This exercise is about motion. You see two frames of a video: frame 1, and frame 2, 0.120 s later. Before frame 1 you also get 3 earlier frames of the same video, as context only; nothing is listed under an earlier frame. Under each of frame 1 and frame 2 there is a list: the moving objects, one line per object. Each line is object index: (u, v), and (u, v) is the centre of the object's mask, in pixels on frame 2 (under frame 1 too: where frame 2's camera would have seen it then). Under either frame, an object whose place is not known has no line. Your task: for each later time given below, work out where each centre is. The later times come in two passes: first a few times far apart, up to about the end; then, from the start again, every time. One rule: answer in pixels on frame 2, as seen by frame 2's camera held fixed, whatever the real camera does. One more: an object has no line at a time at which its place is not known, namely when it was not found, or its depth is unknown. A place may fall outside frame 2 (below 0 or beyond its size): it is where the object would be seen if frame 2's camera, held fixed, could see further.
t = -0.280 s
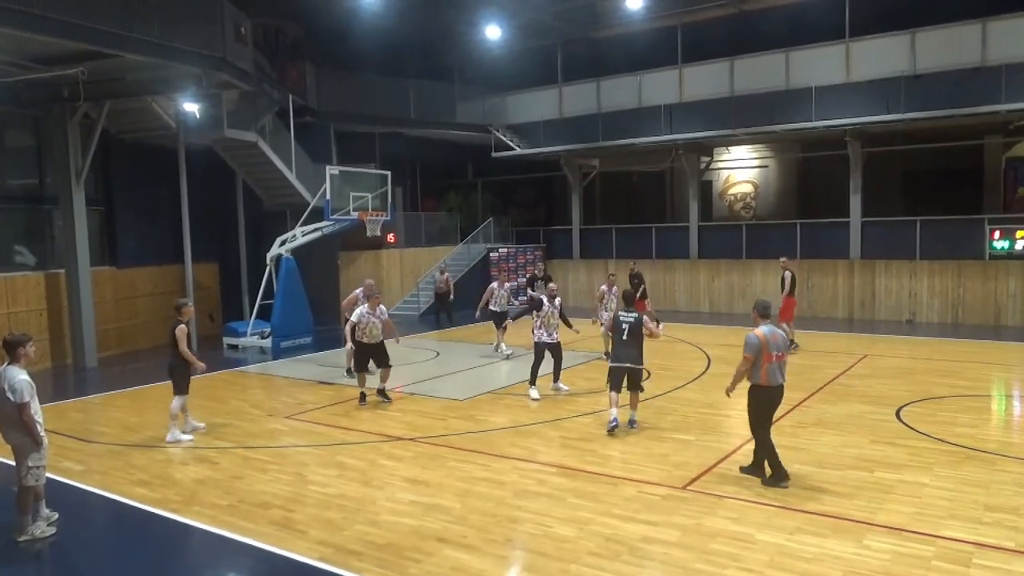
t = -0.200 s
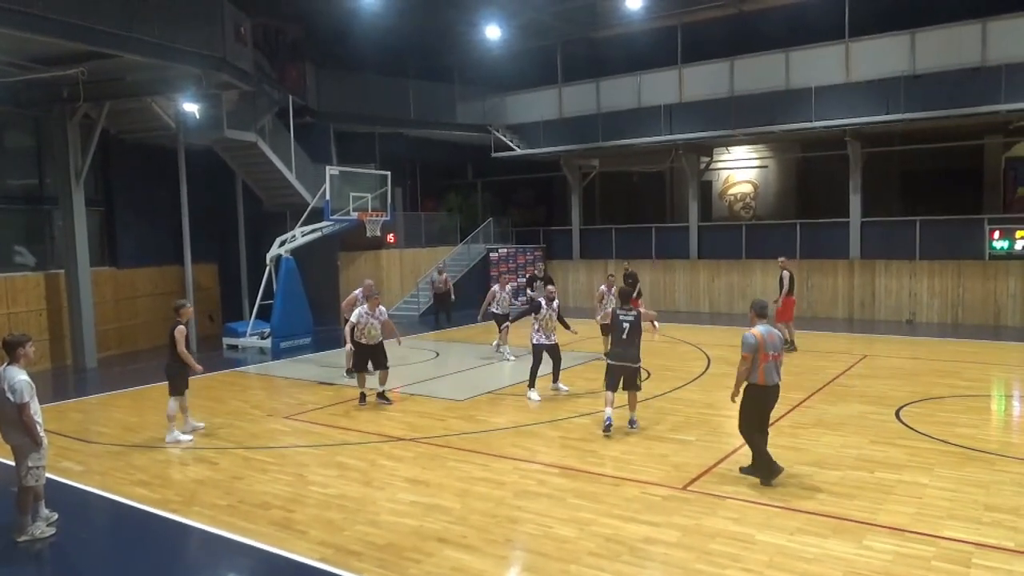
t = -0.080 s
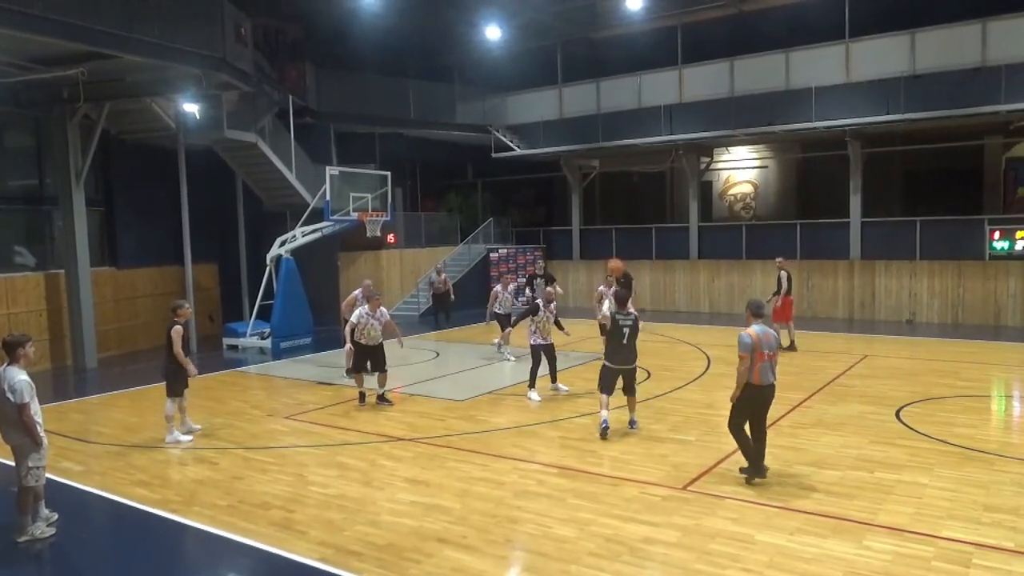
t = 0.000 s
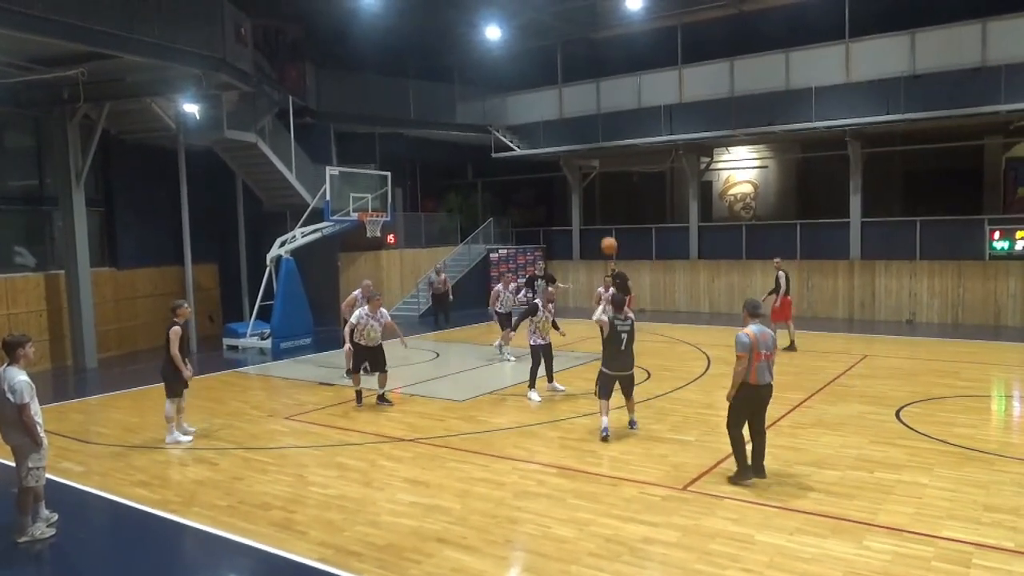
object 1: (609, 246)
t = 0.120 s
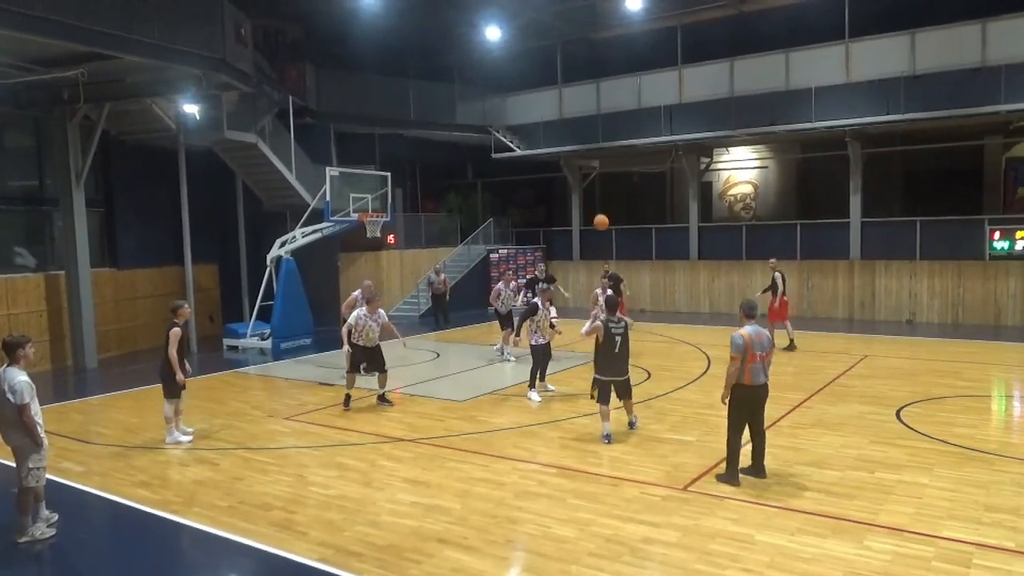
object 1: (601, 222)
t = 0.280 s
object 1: (592, 207)
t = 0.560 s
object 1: (583, 214)
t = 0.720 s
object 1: (578, 230)
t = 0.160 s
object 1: (598, 217)
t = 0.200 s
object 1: (596, 212)
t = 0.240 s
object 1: (594, 209)
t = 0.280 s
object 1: (592, 207)
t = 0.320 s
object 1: (590, 206)
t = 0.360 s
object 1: (589, 205)
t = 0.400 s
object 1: (587, 206)
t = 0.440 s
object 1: (586, 207)
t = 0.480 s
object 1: (585, 209)
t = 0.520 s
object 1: (584, 211)
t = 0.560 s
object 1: (583, 214)
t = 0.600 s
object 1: (581, 218)
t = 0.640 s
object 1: (581, 222)
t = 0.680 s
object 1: (579, 226)
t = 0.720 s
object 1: (578, 230)
